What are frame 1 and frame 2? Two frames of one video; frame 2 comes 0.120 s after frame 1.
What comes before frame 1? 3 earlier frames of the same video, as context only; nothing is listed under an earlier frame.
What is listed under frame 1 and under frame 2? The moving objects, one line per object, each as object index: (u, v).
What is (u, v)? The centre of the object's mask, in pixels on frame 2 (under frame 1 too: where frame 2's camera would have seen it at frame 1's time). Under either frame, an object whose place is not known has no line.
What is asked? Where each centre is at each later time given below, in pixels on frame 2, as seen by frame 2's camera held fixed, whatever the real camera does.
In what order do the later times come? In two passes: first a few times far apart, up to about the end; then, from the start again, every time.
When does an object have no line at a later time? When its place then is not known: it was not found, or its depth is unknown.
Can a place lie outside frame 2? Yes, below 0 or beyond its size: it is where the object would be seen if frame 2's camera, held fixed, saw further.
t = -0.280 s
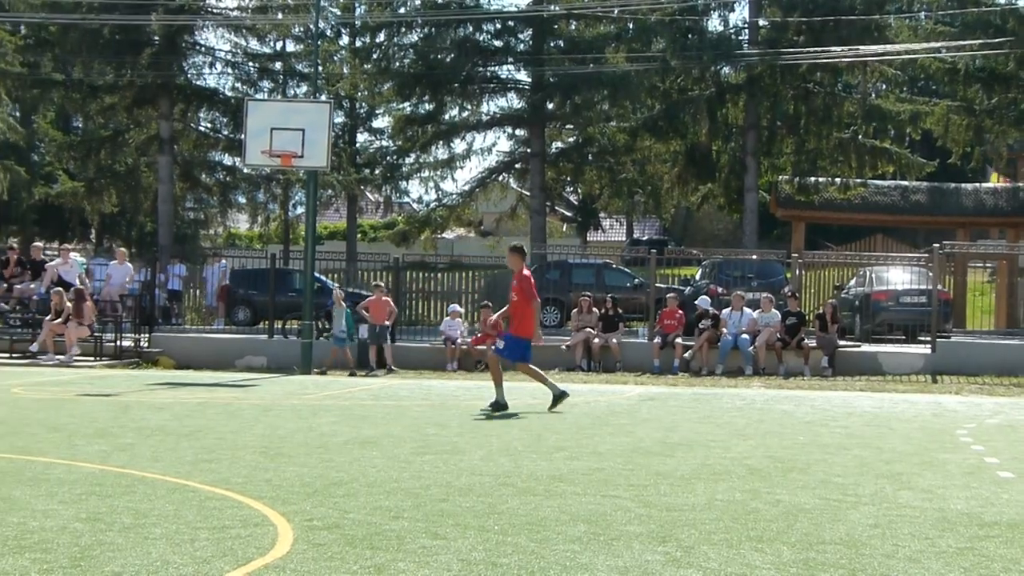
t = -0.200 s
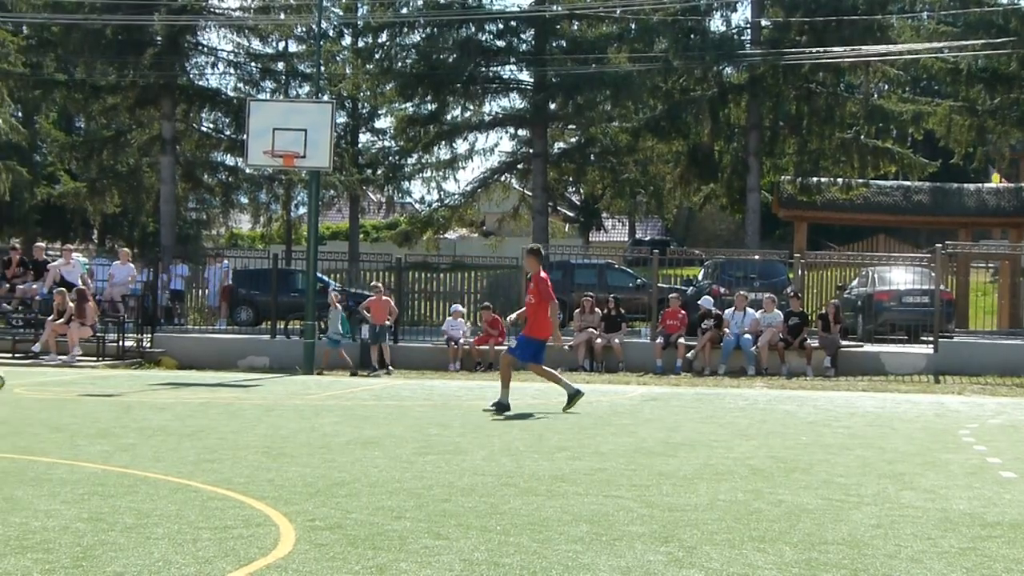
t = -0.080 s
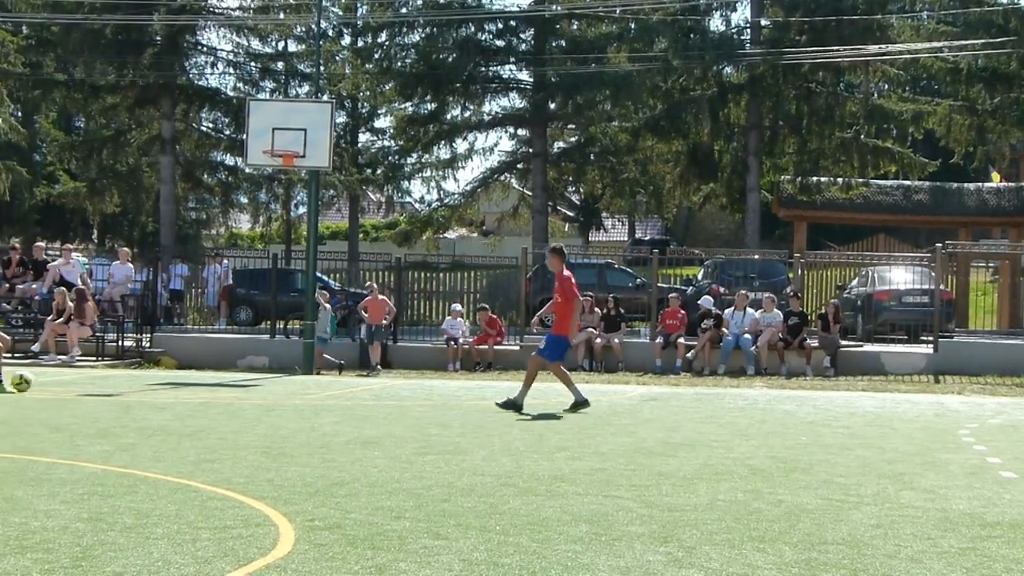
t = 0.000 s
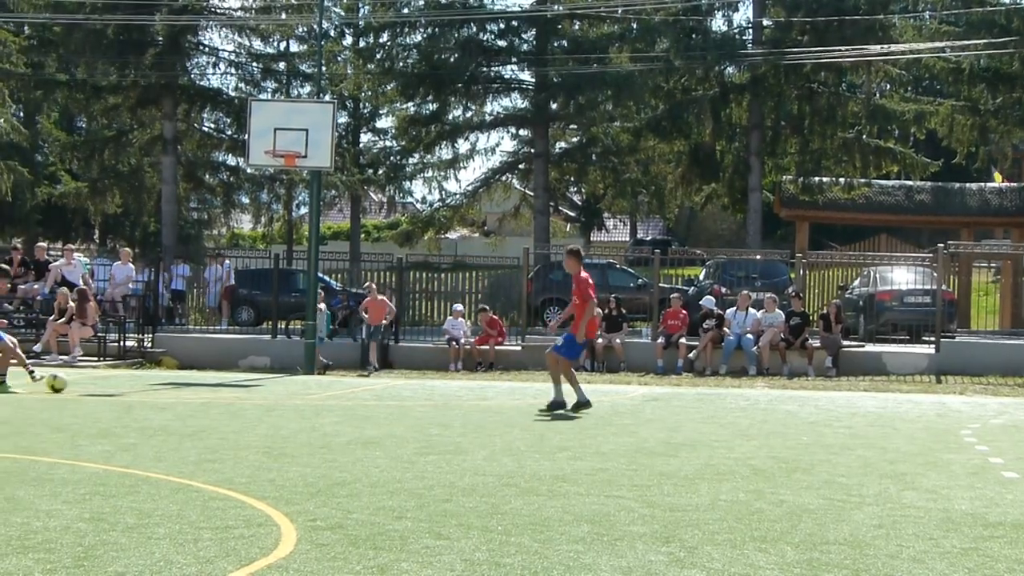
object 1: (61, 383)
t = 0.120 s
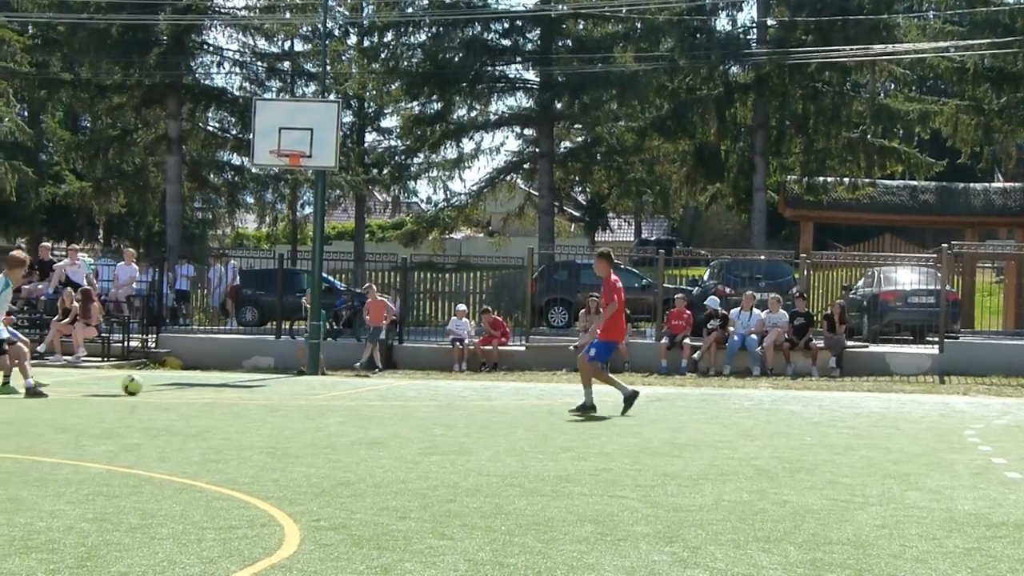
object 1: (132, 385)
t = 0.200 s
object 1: (175, 387)
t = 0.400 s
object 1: (273, 390)
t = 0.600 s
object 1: (369, 393)
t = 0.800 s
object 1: (460, 397)
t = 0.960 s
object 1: (533, 399)
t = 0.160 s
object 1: (154, 385)
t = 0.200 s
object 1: (175, 387)
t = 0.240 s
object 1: (197, 387)
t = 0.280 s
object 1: (216, 387)
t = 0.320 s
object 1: (236, 390)
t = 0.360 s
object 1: (256, 389)
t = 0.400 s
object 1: (273, 390)
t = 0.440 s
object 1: (293, 390)
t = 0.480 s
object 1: (312, 391)
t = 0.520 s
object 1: (331, 391)
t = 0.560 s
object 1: (350, 392)
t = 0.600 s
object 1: (369, 393)
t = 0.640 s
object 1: (387, 394)
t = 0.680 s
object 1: (405, 395)
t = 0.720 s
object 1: (423, 395)
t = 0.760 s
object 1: (441, 395)
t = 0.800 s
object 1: (460, 397)
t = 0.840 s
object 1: (478, 397)
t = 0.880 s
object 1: (496, 398)
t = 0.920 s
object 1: (514, 398)
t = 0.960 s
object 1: (533, 399)
